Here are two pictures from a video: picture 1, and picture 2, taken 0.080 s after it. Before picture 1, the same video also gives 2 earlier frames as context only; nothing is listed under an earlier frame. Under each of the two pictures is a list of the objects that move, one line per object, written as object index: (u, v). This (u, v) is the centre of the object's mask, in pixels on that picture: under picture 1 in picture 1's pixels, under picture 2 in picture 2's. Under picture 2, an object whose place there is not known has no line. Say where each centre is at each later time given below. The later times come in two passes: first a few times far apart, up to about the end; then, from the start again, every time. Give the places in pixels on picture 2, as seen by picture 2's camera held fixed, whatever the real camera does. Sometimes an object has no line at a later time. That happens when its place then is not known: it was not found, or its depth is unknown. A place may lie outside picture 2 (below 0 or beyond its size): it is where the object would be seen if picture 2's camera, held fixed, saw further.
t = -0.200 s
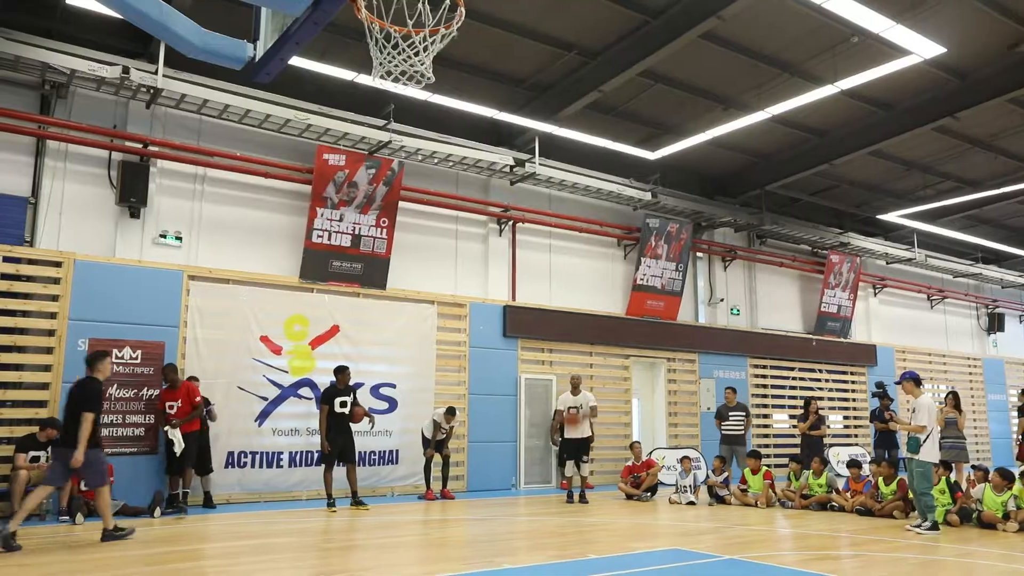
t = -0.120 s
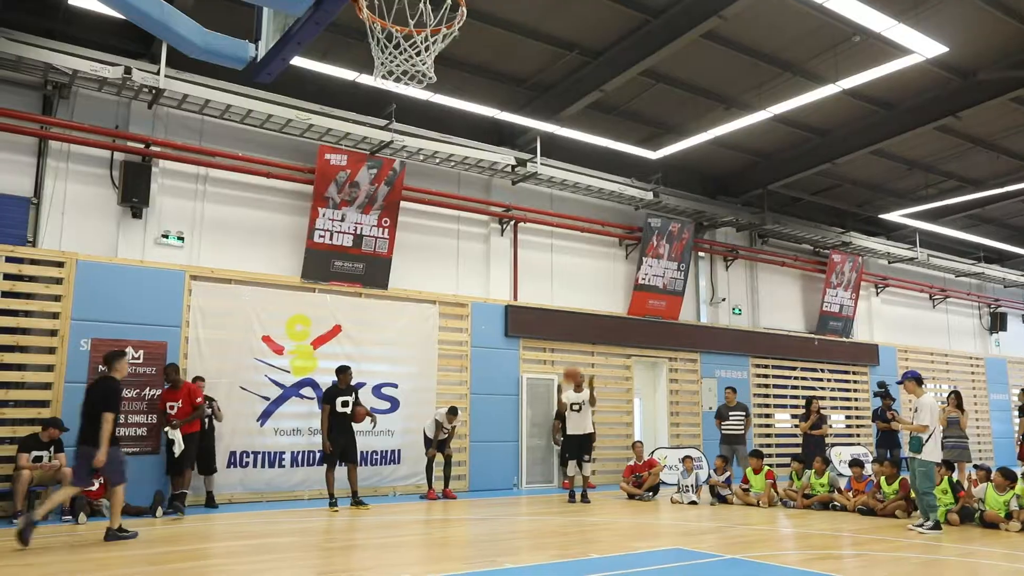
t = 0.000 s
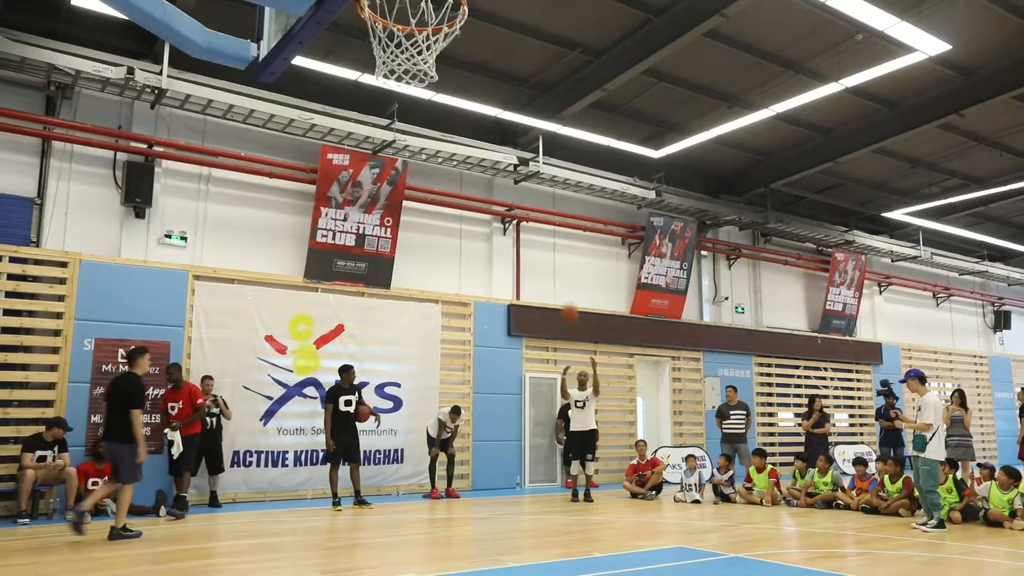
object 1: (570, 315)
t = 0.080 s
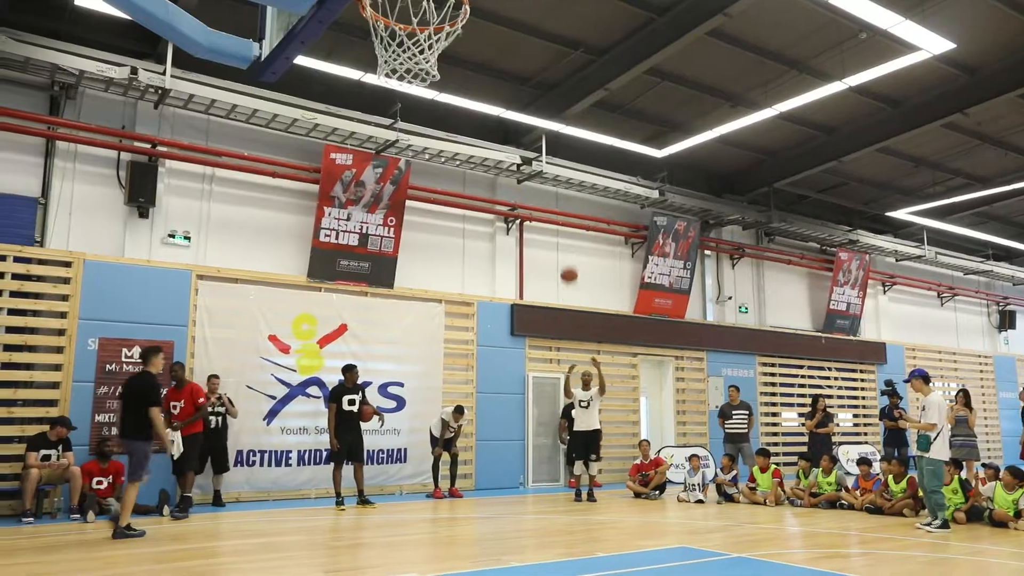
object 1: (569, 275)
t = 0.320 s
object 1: (557, 185)
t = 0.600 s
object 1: (542, 124)
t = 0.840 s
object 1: (525, 115)
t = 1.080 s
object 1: (499, 159)
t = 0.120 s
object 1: (567, 258)
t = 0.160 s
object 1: (565, 241)
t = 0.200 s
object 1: (564, 226)
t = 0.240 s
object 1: (562, 212)
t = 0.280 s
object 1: (560, 198)
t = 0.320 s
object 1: (557, 185)
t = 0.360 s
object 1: (556, 174)
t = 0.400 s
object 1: (554, 161)
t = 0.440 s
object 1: (552, 152)
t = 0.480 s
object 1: (550, 144)
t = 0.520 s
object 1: (547, 138)
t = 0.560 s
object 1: (544, 131)
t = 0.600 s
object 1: (542, 124)
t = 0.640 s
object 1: (540, 120)
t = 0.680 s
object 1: (537, 116)
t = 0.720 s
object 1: (535, 114)
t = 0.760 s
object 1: (532, 113)
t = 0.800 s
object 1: (529, 113)
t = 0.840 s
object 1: (525, 115)
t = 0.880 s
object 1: (522, 119)
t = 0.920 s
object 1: (515, 124)
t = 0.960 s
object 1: (511, 130)
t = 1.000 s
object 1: (509, 136)
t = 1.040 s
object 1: (505, 146)
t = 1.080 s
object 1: (499, 159)
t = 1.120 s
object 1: (493, 172)
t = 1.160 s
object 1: (486, 187)
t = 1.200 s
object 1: (479, 207)
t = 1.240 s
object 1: (473, 227)
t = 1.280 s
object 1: (463, 250)
